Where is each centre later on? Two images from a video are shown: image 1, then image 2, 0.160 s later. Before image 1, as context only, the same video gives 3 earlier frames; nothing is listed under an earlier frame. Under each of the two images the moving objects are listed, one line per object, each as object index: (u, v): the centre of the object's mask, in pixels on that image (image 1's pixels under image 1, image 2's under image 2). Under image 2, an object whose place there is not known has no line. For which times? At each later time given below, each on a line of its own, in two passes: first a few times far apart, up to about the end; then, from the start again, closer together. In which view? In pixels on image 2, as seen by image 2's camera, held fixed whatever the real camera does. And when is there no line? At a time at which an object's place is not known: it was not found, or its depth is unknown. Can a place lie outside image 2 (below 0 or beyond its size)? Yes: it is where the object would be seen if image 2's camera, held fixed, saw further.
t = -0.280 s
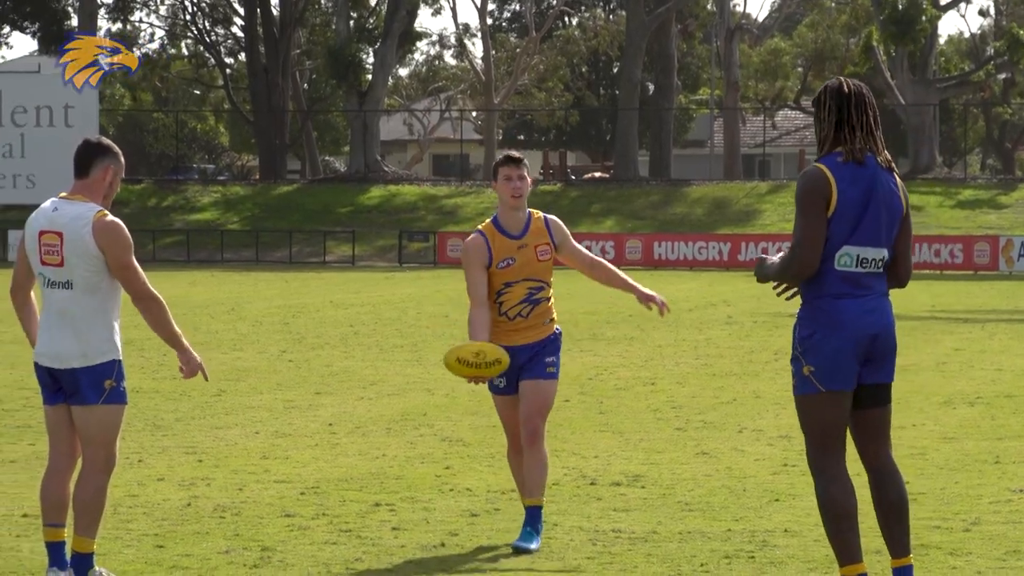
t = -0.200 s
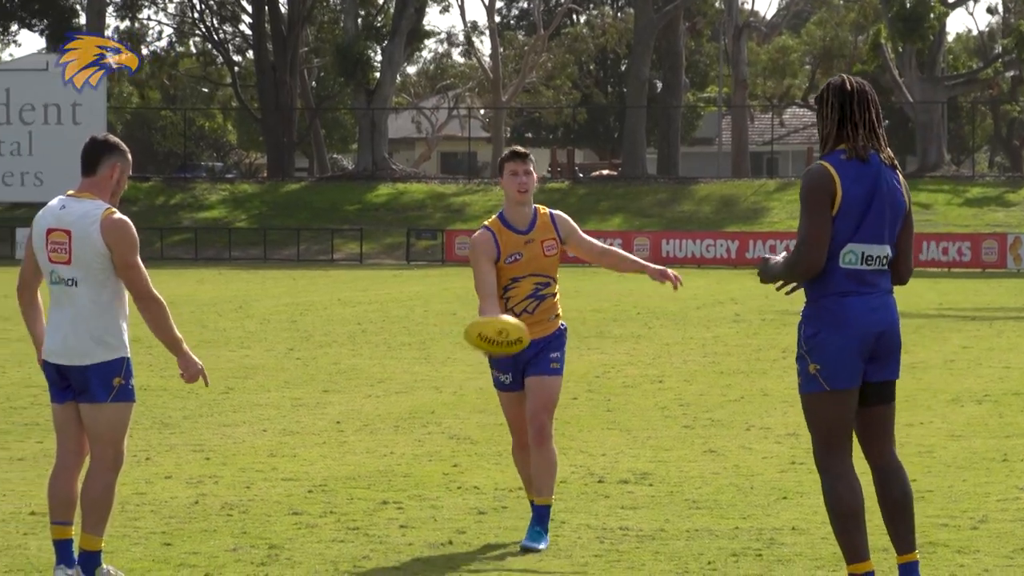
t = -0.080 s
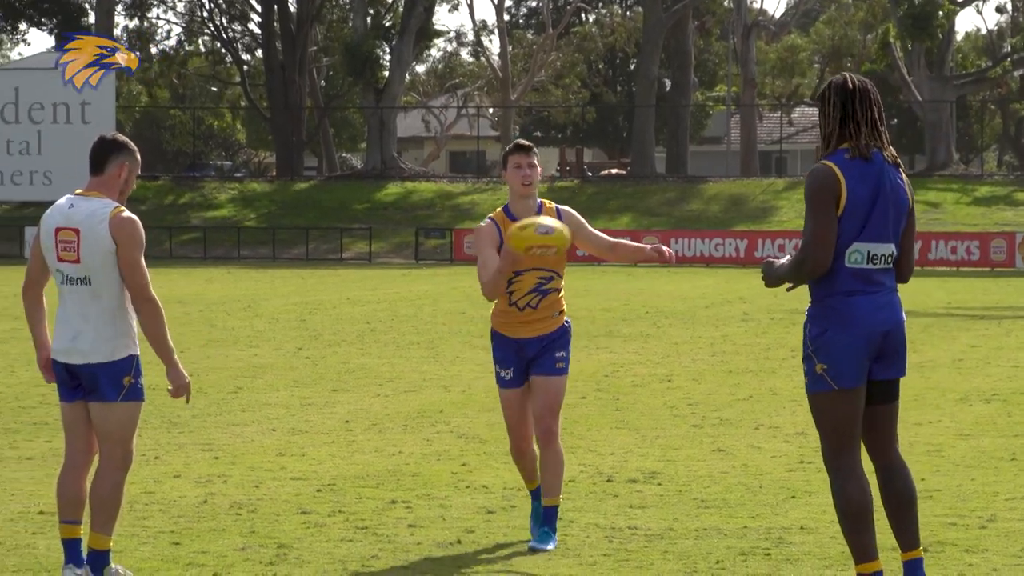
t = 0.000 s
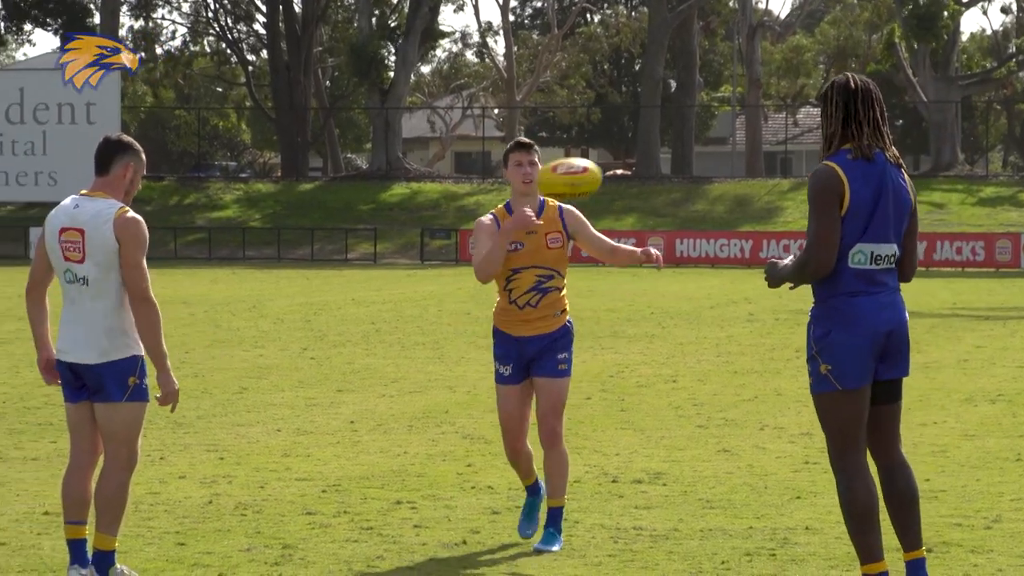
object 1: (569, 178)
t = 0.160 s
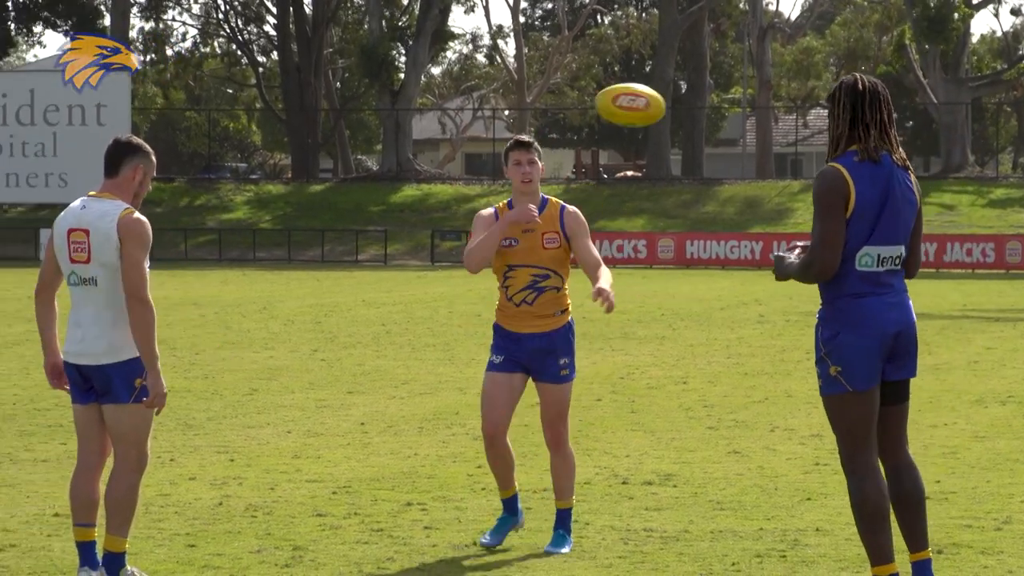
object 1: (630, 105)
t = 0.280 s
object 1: (671, 83)
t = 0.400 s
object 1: (714, 97)
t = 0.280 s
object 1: (671, 83)
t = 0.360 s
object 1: (699, 88)
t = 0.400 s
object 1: (714, 97)
